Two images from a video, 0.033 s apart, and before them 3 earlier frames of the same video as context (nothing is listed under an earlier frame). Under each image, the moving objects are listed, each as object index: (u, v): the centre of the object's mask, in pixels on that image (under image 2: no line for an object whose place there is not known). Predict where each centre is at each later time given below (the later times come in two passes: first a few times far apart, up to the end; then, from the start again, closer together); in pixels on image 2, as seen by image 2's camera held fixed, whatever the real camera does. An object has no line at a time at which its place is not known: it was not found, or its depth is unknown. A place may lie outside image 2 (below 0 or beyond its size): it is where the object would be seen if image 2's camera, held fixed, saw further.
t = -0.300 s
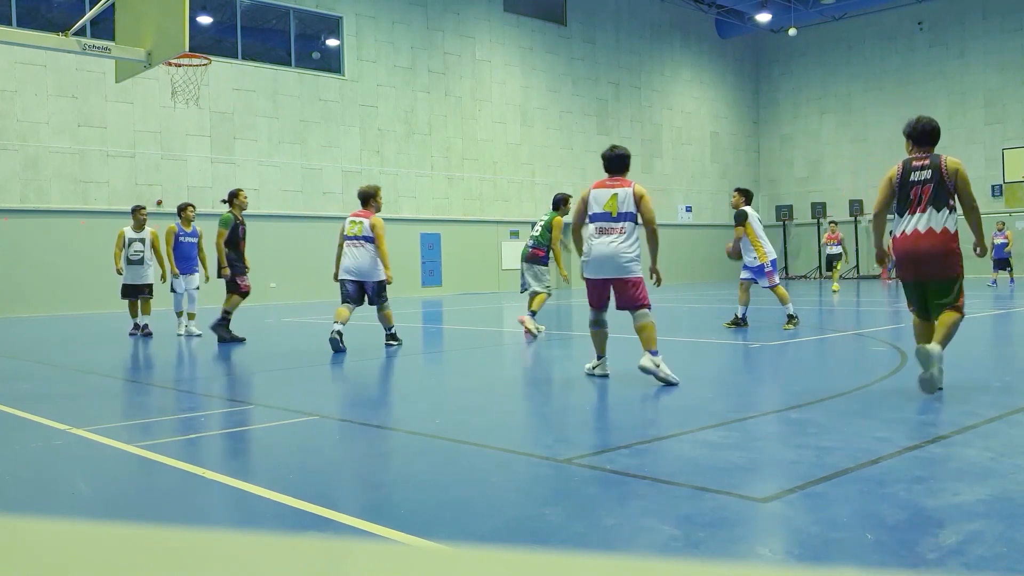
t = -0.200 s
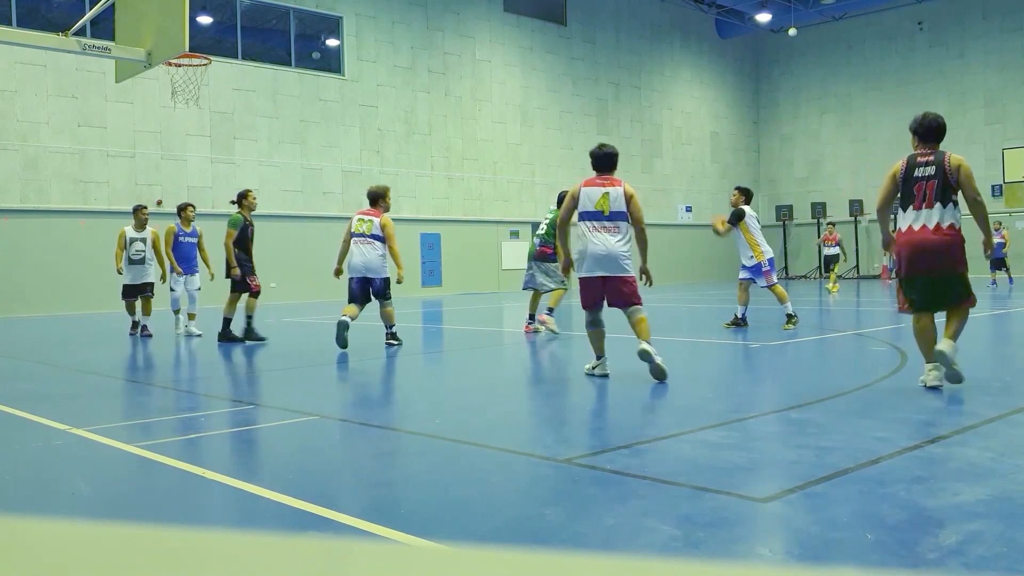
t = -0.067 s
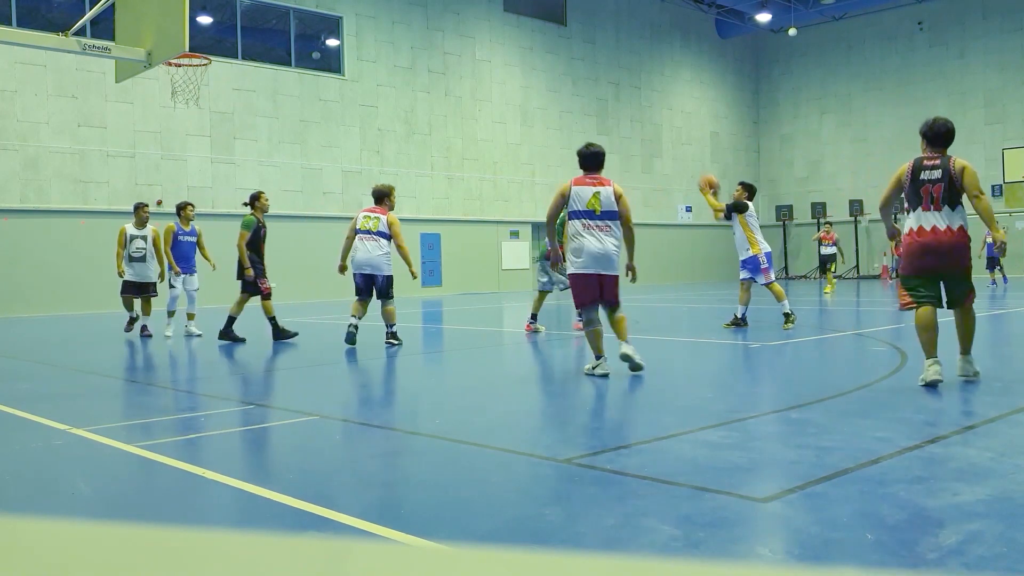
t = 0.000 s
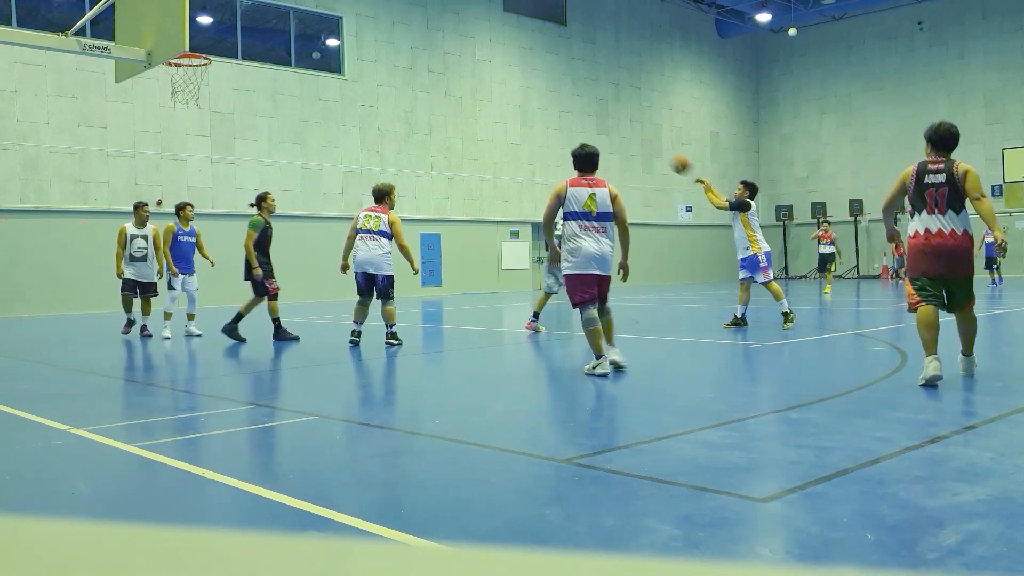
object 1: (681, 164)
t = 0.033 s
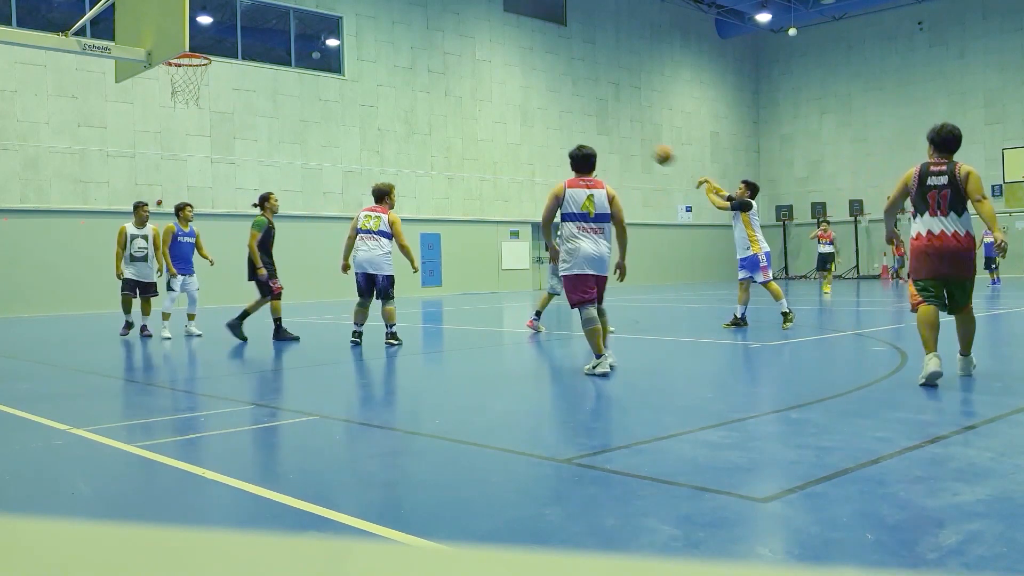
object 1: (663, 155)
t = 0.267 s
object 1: (548, 119)
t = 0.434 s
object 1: (469, 120)
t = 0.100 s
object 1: (629, 140)
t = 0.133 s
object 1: (613, 134)
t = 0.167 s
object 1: (597, 129)
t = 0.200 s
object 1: (580, 125)
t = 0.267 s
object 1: (548, 119)
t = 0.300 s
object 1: (531, 117)
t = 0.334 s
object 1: (515, 117)
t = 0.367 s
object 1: (500, 117)
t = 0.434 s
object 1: (469, 120)
